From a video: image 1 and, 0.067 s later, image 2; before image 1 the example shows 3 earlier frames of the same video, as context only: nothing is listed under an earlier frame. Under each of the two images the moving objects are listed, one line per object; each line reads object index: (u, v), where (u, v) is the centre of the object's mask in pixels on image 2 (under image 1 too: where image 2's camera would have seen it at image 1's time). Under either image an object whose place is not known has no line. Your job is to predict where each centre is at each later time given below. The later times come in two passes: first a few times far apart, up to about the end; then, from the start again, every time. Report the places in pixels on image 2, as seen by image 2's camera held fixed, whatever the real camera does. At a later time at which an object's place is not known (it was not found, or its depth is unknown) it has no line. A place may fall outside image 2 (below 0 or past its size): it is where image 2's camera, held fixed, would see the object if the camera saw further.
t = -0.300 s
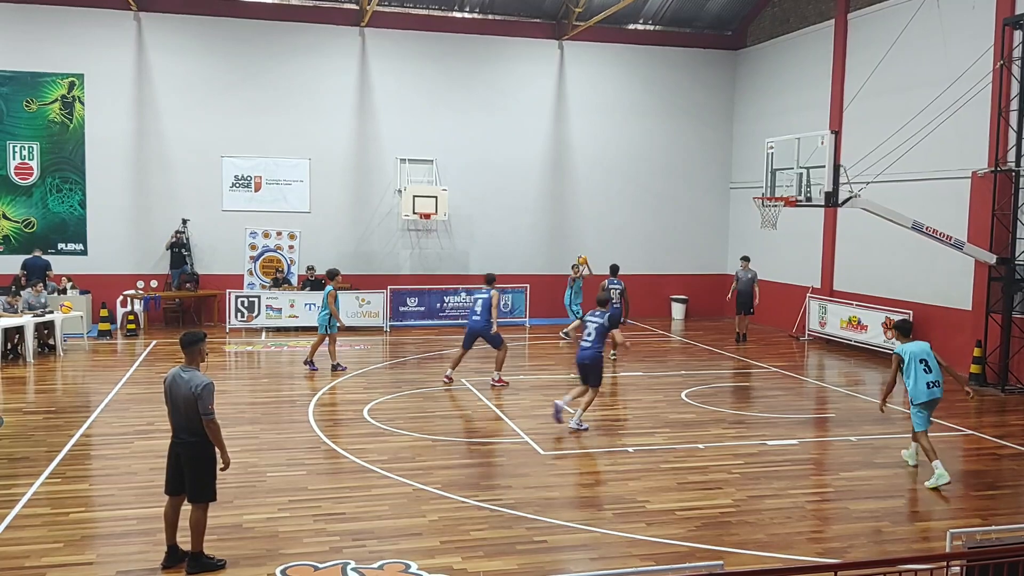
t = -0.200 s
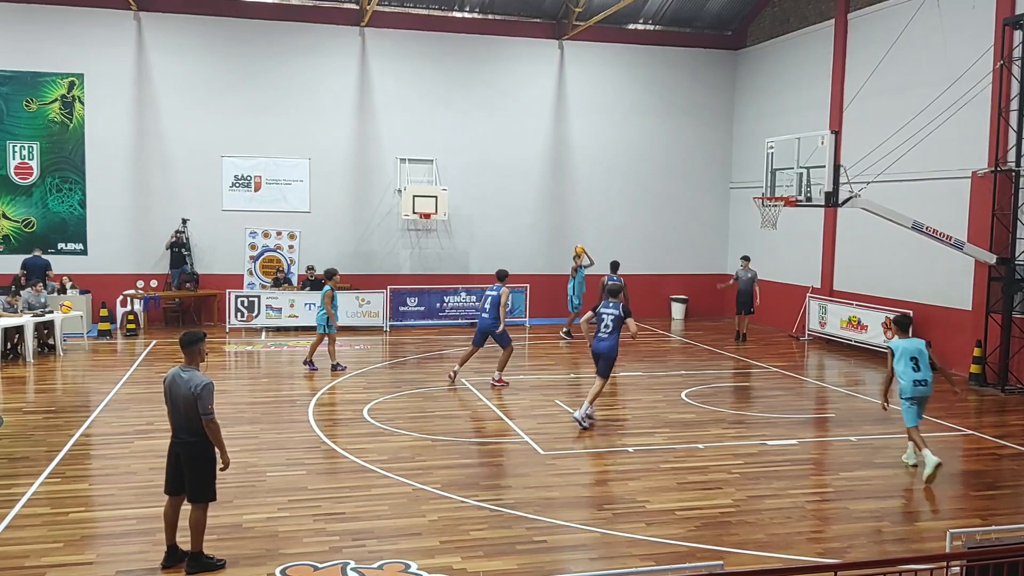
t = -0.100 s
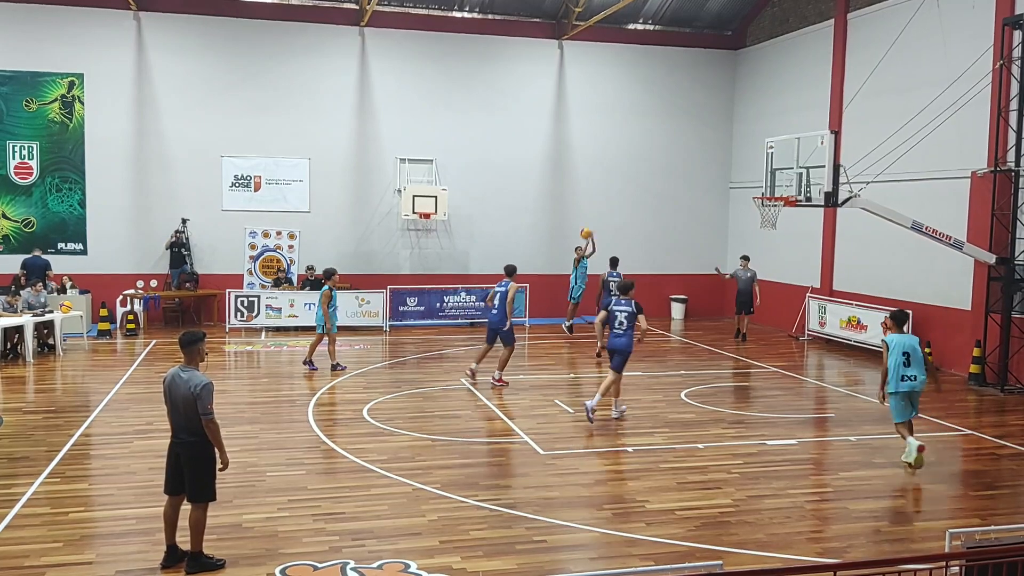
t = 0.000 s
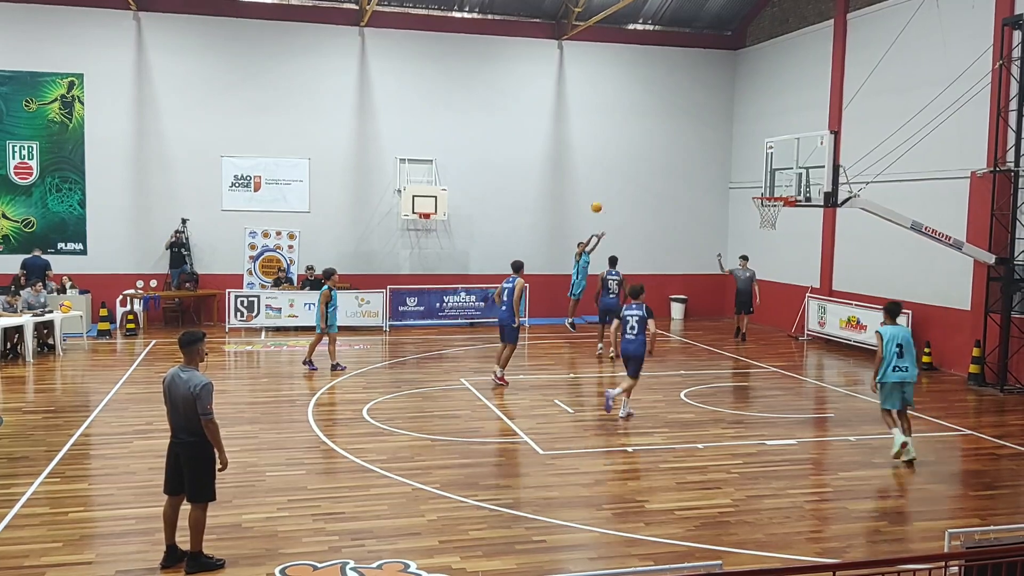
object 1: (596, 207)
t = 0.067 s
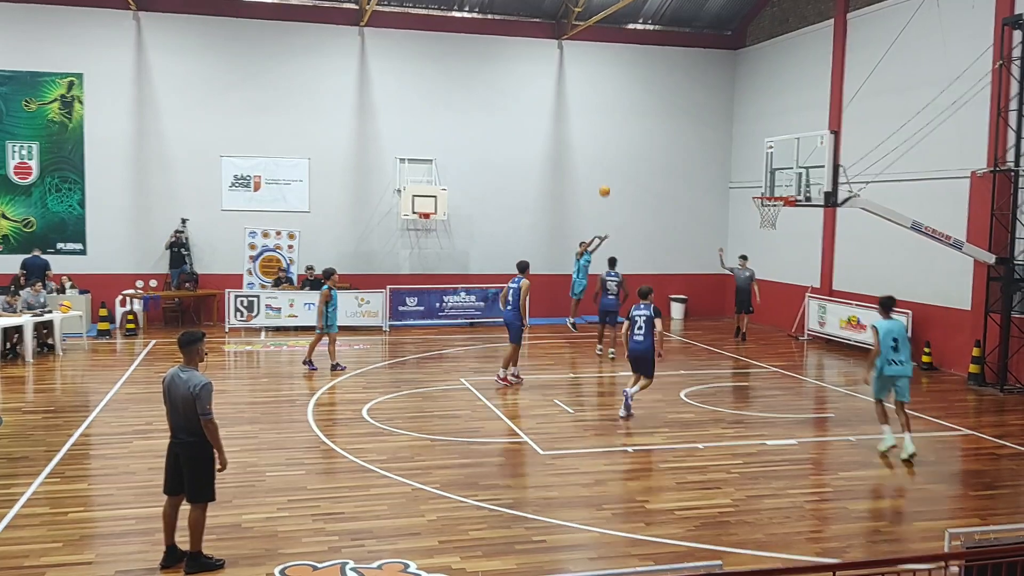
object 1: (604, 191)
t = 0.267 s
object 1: (630, 153)
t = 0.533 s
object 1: (668, 133)
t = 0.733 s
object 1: (699, 142)
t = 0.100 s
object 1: (608, 184)
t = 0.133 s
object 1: (612, 177)
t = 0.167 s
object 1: (617, 170)
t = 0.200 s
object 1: (621, 164)
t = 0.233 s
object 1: (625, 159)
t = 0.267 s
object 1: (630, 153)
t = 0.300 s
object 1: (635, 149)
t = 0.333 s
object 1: (639, 145)
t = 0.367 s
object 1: (644, 142)
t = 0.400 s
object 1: (649, 138)
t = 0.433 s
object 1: (654, 136)
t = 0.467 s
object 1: (658, 135)
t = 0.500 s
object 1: (663, 133)
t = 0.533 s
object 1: (668, 133)
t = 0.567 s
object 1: (673, 132)
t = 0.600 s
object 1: (678, 133)
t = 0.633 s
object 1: (682, 134)
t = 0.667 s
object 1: (688, 136)
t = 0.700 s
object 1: (693, 139)
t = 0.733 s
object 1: (699, 142)
